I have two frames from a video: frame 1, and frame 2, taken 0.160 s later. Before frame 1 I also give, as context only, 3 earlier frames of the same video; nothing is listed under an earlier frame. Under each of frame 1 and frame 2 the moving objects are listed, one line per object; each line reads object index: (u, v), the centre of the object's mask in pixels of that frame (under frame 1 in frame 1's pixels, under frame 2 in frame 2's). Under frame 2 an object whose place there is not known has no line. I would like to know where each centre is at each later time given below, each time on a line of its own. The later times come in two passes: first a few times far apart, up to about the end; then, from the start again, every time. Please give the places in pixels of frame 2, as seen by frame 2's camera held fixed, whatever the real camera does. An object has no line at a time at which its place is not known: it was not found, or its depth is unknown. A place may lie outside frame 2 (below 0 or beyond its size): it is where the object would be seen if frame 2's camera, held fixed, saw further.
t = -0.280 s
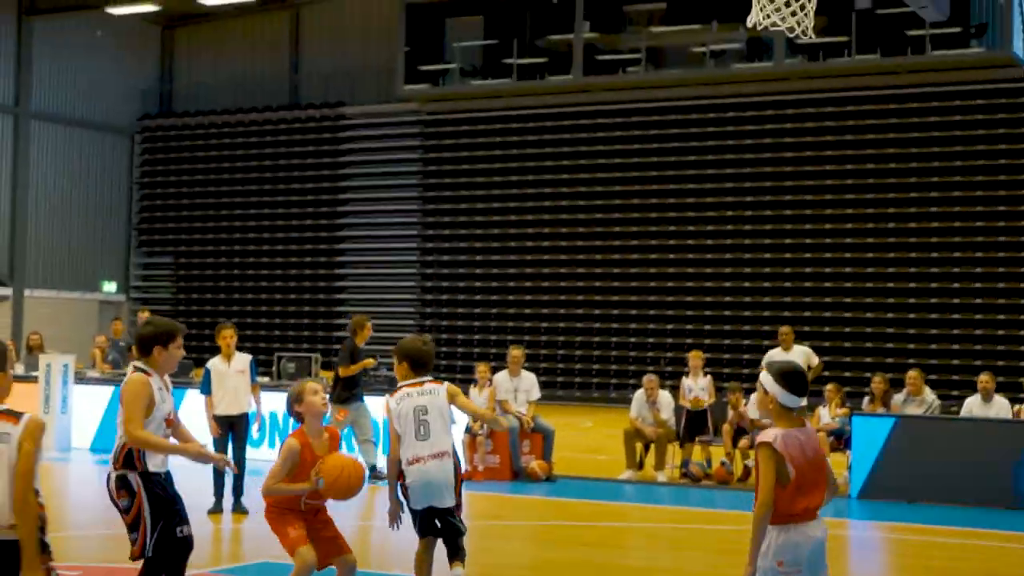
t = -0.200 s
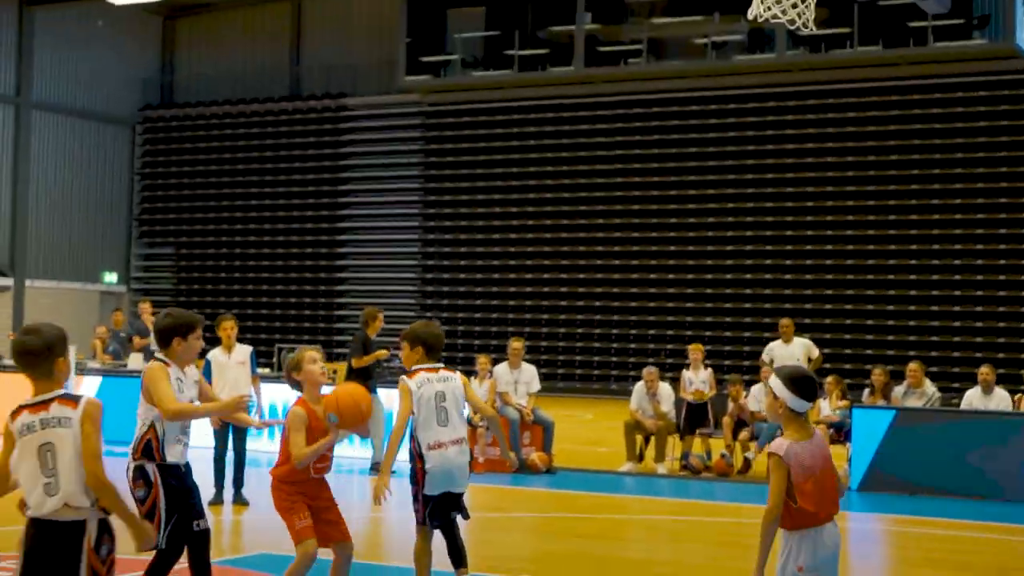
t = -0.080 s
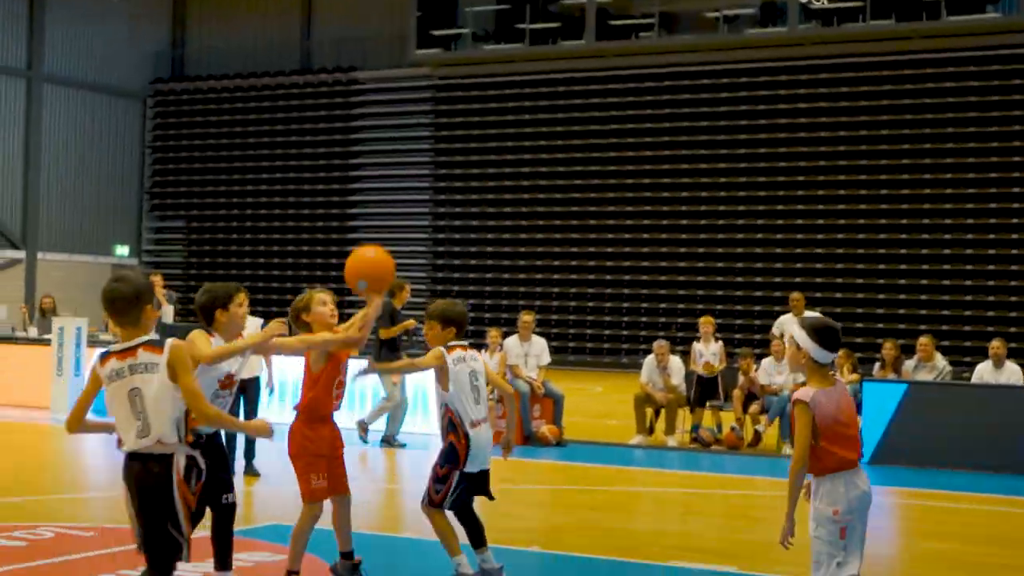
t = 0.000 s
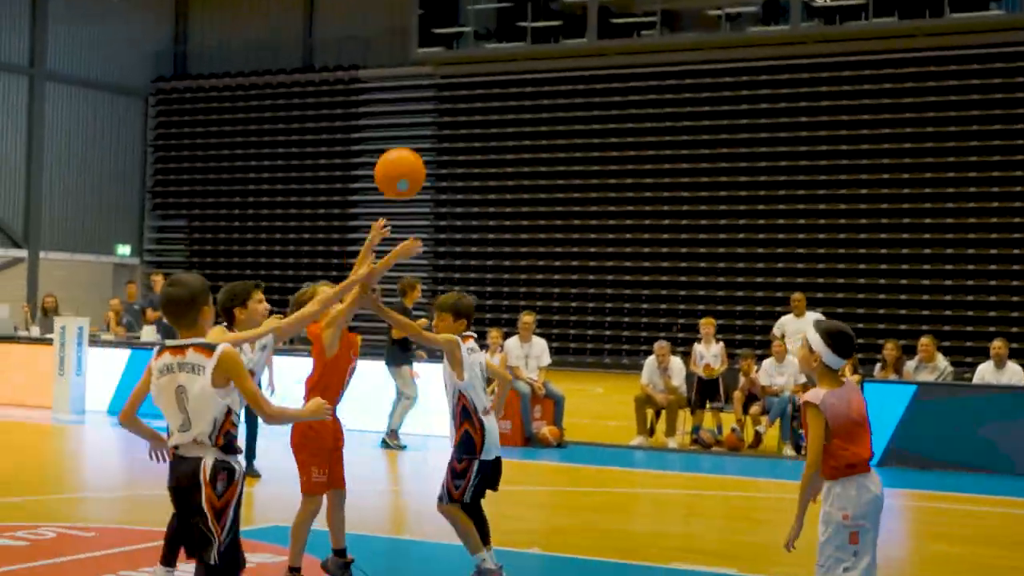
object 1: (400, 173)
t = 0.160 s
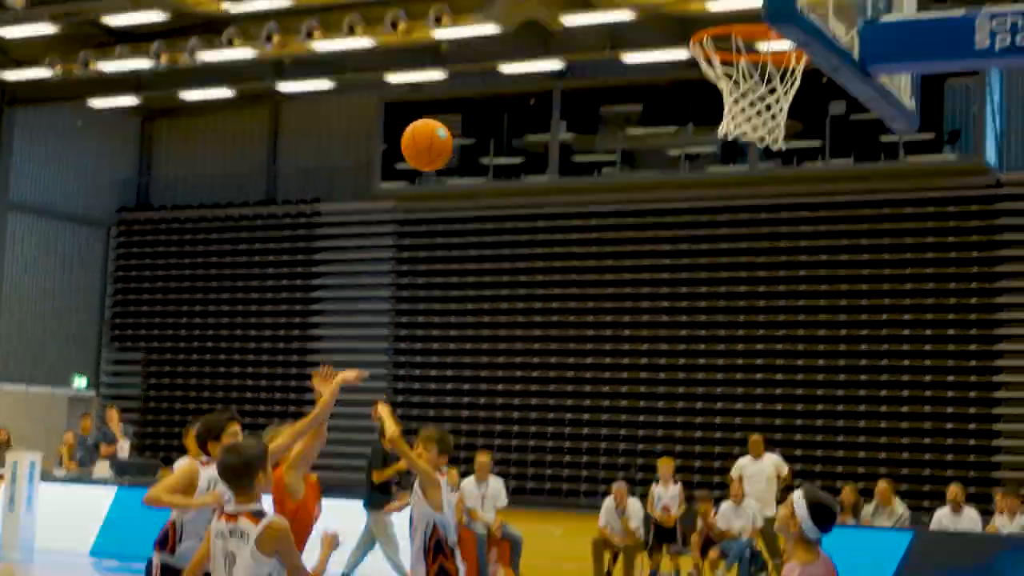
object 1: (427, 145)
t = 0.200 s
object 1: (443, 113)
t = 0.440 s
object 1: (545, -14)
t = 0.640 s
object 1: (631, -30)
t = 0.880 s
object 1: (736, 47)
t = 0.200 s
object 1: (443, 113)
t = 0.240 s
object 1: (461, 84)
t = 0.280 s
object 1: (477, 59)
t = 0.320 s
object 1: (494, 35)
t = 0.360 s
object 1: (511, 15)
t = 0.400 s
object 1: (527, 0)
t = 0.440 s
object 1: (545, -14)
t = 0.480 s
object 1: (562, -24)
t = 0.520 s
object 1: (579, -31)
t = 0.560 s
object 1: (596, -34)
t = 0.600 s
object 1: (613, -34)
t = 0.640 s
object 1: (631, -30)
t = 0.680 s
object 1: (649, -23)
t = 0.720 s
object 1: (667, -11)
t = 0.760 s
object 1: (686, 4)
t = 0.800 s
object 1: (703, 21)
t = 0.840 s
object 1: (721, 34)
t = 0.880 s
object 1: (736, 47)
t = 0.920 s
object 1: (753, 63)
